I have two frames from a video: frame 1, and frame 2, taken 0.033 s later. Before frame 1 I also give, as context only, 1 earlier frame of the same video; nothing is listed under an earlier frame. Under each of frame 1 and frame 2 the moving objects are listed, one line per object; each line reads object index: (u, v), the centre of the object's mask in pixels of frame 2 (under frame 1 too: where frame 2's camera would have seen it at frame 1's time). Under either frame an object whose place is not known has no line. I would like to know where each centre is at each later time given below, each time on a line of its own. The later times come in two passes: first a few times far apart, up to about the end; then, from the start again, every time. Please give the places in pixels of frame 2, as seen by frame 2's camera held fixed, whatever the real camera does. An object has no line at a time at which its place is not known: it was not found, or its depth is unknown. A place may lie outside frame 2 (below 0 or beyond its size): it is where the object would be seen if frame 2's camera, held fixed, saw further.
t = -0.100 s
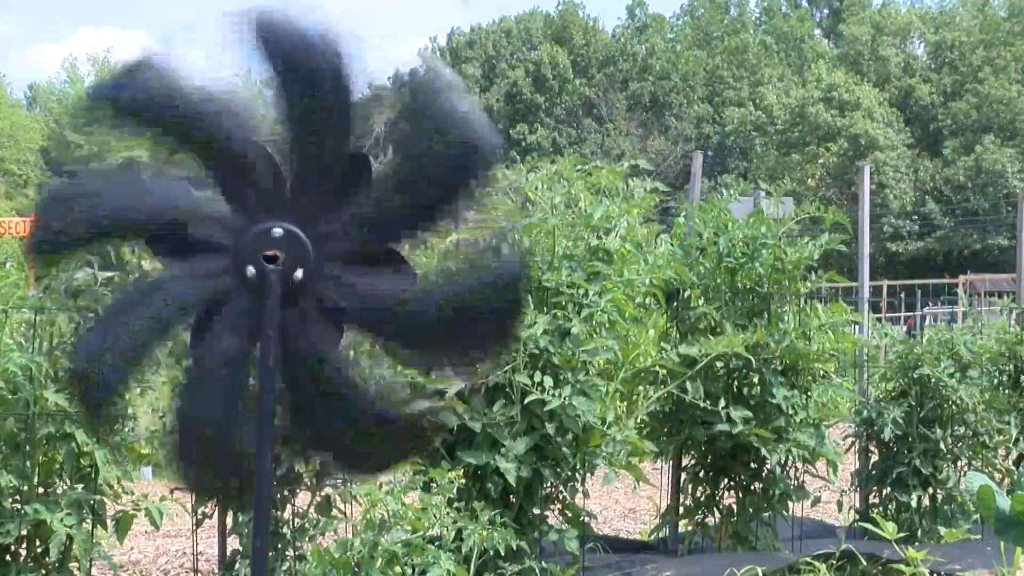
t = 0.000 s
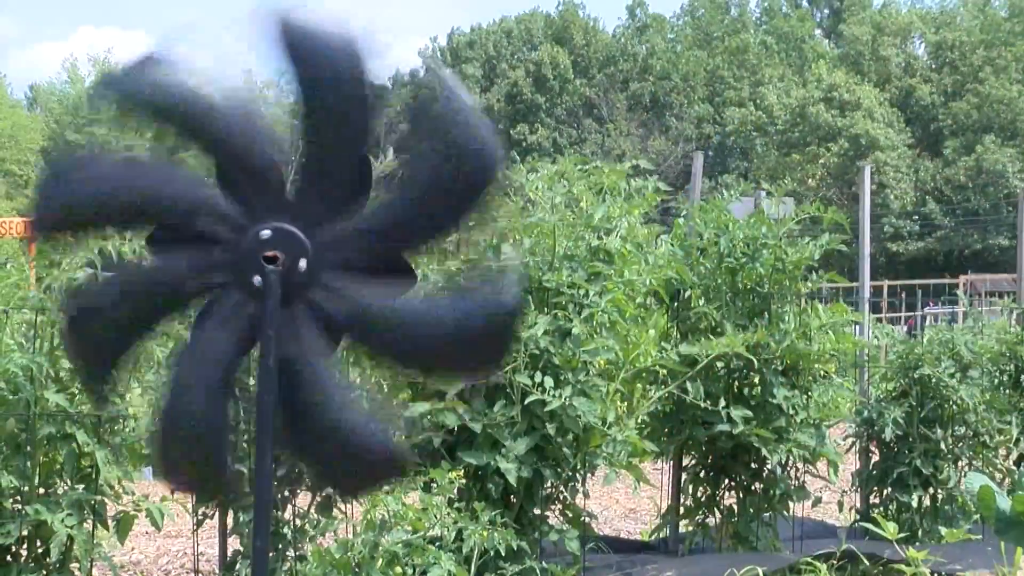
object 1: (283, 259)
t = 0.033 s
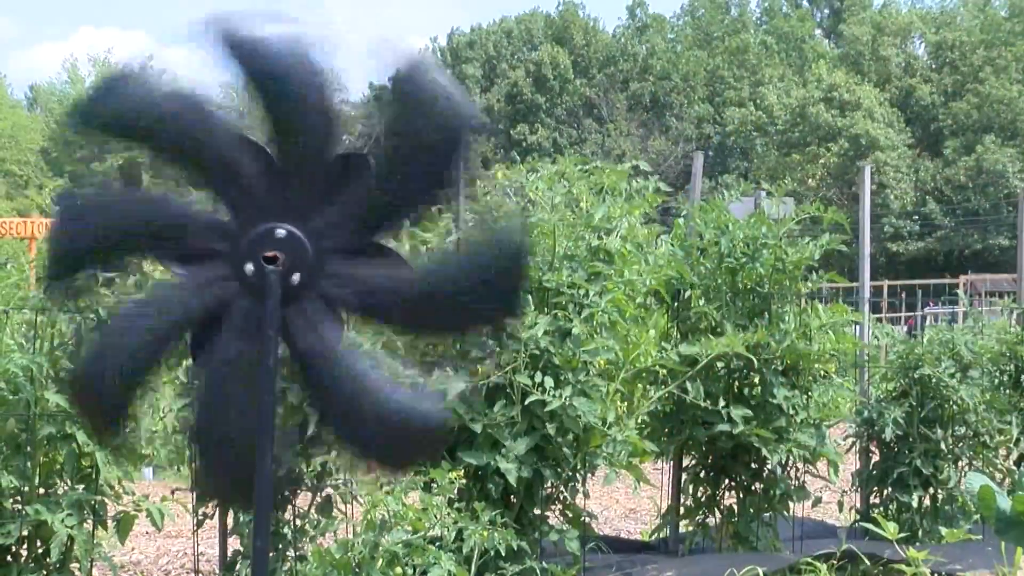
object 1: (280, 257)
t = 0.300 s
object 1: (283, 253)
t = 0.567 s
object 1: (279, 256)
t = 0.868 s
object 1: (275, 257)
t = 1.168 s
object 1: (280, 257)
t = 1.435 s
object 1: (281, 252)
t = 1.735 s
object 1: (277, 247)
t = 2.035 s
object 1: (271, 256)
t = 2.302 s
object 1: (269, 250)
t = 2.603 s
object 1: (266, 257)
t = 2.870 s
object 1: (264, 250)
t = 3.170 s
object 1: (263, 246)
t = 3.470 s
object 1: (265, 251)
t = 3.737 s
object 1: (268, 252)
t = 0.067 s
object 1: (278, 245)
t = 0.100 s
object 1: (278, 258)
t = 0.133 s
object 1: (278, 259)
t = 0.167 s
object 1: (275, 245)
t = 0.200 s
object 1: (279, 255)
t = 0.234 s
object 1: (285, 255)
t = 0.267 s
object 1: (283, 252)
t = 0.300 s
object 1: (283, 253)
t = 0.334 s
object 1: (285, 261)
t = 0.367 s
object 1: (283, 259)
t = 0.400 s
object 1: (282, 249)
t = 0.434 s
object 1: (280, 257)
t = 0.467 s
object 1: (279, 259)
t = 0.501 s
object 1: (278, 252)
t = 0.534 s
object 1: (282, 248)
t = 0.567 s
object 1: (279, 256)
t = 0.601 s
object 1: (282, 253)
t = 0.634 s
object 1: (283, 243)
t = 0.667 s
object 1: (285, 255)
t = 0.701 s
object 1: (285, 258)
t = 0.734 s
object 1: (281, 248)
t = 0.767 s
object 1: (284, 255)
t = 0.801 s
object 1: (283, 259)
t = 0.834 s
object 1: (279, 256)
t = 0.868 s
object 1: (275, 257)
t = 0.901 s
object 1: (285, 253)
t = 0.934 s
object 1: (279, 255)
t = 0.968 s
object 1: (282, 244)
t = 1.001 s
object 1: (282, 255)
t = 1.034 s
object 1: (285, 257)
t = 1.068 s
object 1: (281, 251)
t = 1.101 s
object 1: (285, 252)
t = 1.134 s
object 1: (284, 259)
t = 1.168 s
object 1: (280, 257)
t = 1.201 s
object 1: (279, 254)
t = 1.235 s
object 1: (279, 257)
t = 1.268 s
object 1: (278, 259)
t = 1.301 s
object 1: (274, 244)
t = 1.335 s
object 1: (279, 253)
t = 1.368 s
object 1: (282, 256)
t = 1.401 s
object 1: (278, 247)
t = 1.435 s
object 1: (281, 252)
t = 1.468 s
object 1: (282, 255)
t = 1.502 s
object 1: (279, 256)
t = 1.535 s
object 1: (277, 244)
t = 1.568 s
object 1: (277, 259)
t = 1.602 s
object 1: (276, 257)
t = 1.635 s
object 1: (270, 247)
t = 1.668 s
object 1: (274, 256)
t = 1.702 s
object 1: (275, 255)
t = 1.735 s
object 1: (277, 247)
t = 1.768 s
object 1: (275, 252)
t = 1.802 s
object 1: (279, 255)
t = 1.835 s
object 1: (278, 255)
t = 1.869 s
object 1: (274, 244)
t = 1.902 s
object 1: (277, 253)
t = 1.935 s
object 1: (275, 259)
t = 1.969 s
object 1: (268, 246)
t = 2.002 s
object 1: (271, 252)
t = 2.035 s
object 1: (271, 256)
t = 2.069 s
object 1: (268, 250)
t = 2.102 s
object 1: (267, 251)
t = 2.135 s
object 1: (274, 252)
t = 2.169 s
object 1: (273, 254)
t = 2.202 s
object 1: (269, 245)
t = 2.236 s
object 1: (272, 254)
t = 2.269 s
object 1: (270, 258)
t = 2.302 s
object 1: (269, 250)
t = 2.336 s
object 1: (267, 257)
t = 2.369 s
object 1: (265, 258)
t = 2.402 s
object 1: (263, 251)
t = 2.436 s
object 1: (260, 237)
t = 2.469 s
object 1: (264, 250)
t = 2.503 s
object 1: (265, 253)
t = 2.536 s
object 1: (264, 239)
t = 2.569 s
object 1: (267, 255)
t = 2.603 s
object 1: (266, 257)
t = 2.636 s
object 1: (266, 245)
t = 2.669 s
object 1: (270, 257)
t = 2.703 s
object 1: (269, 258)
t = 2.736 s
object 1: (263, 250)
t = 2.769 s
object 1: (258, 251)
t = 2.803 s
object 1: (265, 256)
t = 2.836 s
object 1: (262, 250)
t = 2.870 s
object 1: (264, 250)
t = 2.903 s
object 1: (269, 252)
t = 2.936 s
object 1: (267, 252)
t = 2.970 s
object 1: (267, 241)
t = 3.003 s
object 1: (269, 253)
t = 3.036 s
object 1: (266, 256)
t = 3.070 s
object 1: (266, 246)
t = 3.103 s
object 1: (266, 255)
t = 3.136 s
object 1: (265, 258)
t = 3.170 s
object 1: (263, 246)
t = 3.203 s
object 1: (263, 252)
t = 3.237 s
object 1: (265, 257)
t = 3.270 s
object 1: (262, 244)
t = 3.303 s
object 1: (267, 253)
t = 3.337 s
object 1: (268, 255)
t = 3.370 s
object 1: (267, 246)
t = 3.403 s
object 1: (268, 251)
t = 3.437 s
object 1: (267, 256)
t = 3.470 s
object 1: (265, 251)
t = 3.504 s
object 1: (263, 254)
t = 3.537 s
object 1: (264, 259)
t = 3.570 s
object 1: (260, 246)
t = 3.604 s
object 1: (269, 244)
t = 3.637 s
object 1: (265, 254)
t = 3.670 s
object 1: (264, 247)
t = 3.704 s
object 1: (263, 250)
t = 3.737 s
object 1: (268, 252)
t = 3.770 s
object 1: (268, 250)
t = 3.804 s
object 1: (265, 252)
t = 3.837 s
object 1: (267, 255)
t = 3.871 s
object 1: (265, 254)
